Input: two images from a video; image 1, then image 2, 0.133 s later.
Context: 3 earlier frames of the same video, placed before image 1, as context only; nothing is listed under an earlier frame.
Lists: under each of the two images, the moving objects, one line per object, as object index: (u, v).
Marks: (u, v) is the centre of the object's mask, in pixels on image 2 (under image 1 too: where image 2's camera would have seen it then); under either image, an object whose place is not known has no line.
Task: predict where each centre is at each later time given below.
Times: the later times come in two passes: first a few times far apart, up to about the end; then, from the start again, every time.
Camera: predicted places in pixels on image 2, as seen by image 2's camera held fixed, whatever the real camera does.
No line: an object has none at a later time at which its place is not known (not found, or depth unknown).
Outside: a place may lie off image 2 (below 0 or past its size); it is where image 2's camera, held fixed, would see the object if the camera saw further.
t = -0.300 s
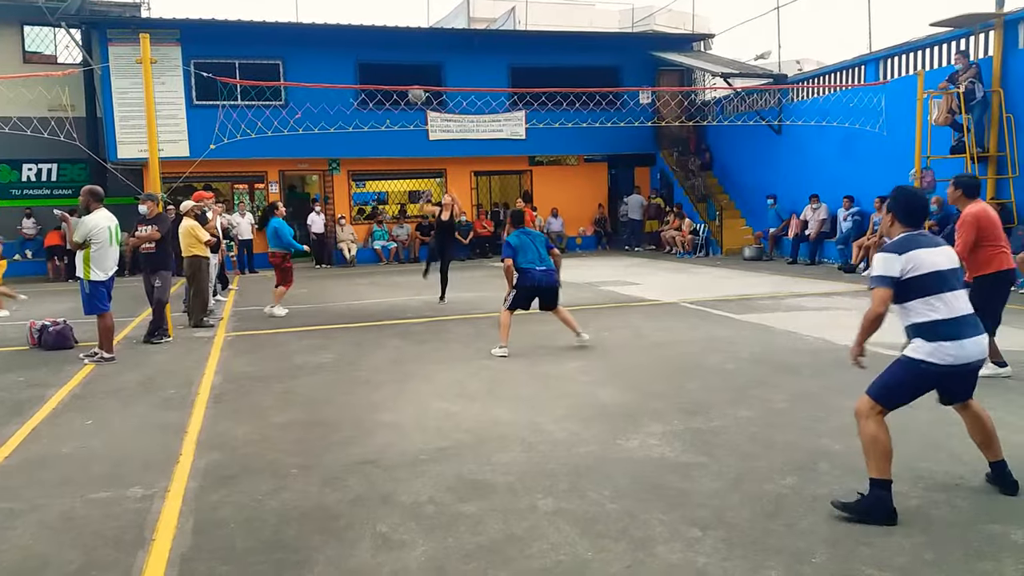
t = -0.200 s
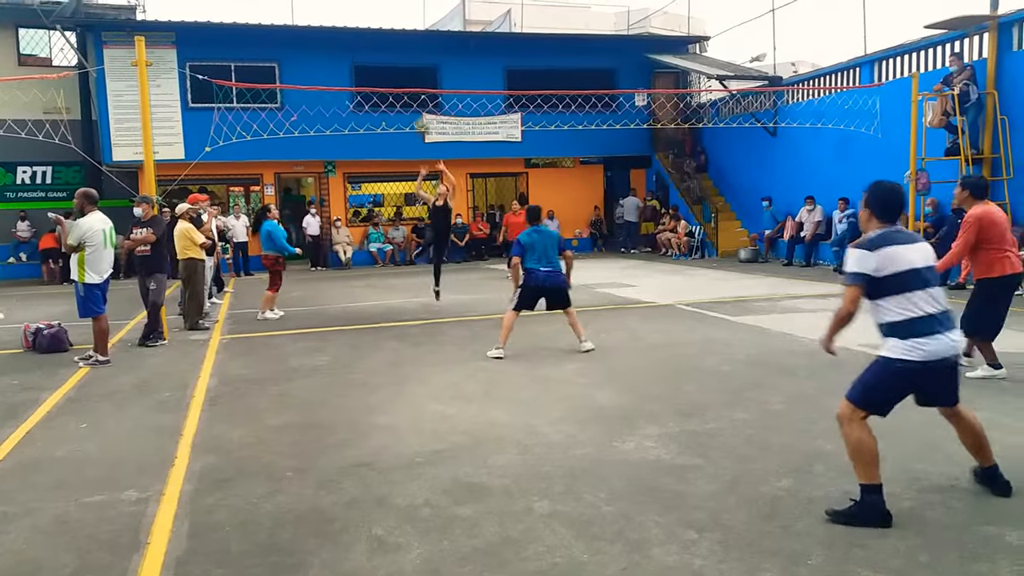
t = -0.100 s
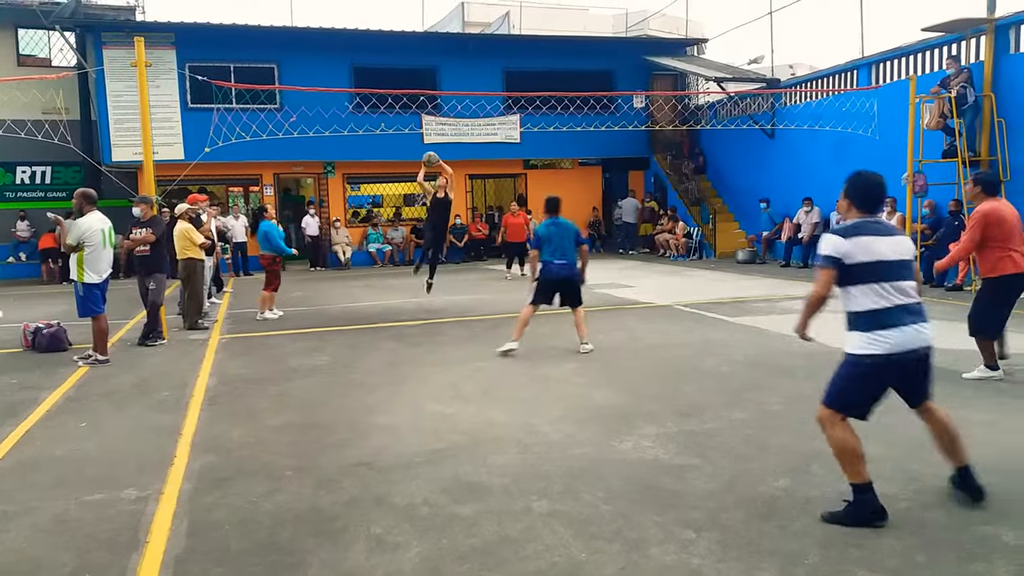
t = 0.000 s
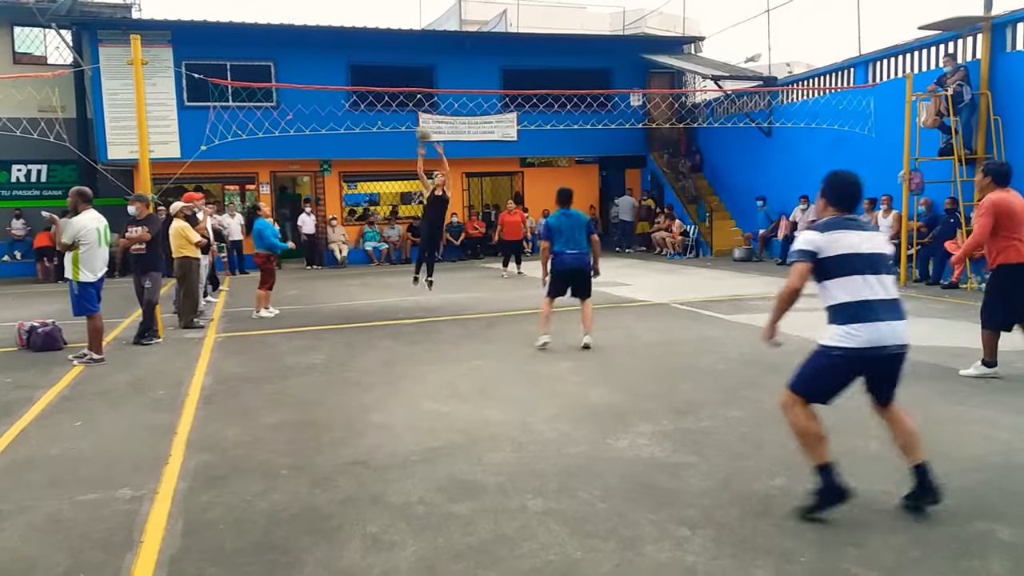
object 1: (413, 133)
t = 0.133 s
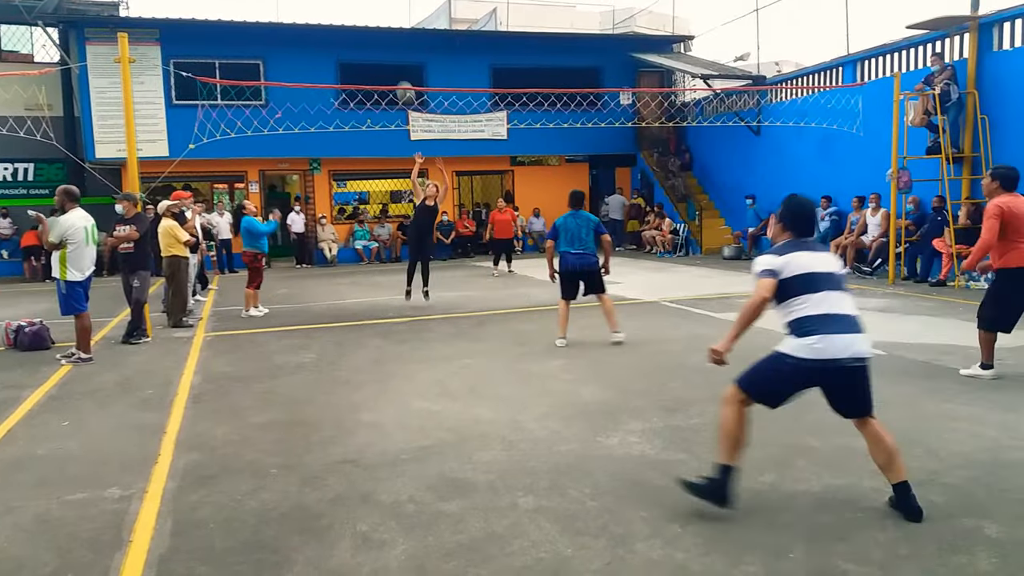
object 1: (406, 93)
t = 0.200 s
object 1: (401, 75)
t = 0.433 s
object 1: (383, 37)
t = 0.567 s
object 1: (371, 35)
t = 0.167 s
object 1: (402, 80)
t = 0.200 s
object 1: (401, 75)
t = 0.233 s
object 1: (398, 67)
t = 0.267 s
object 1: (396, 61)
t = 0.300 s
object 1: (393, 54)
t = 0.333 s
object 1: (390, 48)
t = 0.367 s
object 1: (388, 44)
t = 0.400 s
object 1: (385, 40)
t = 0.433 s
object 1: (383, 37)
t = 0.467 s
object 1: (380, 36)
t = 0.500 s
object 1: (377, 34)
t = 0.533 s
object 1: (374, 34)
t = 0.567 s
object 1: (371, 35)
